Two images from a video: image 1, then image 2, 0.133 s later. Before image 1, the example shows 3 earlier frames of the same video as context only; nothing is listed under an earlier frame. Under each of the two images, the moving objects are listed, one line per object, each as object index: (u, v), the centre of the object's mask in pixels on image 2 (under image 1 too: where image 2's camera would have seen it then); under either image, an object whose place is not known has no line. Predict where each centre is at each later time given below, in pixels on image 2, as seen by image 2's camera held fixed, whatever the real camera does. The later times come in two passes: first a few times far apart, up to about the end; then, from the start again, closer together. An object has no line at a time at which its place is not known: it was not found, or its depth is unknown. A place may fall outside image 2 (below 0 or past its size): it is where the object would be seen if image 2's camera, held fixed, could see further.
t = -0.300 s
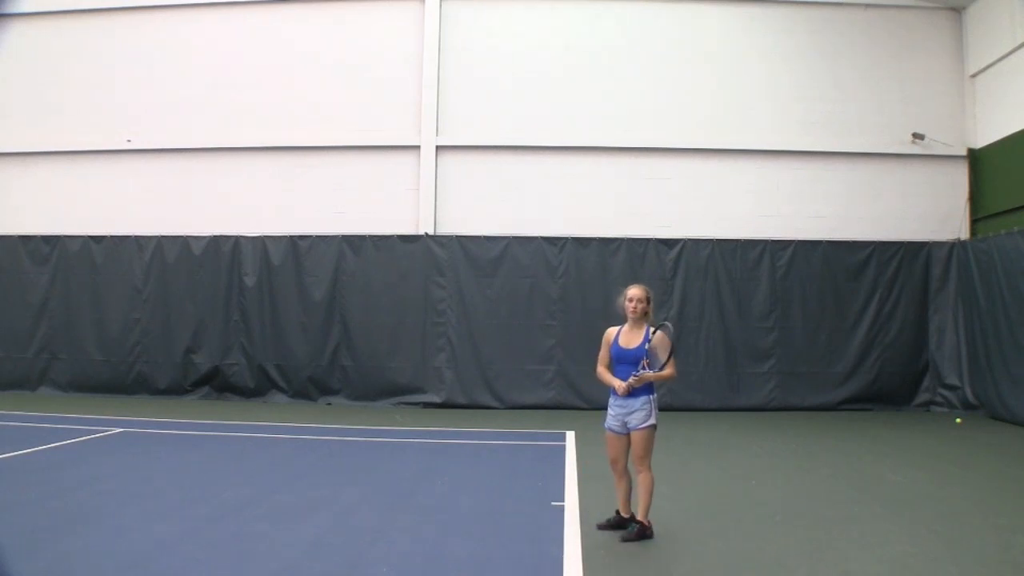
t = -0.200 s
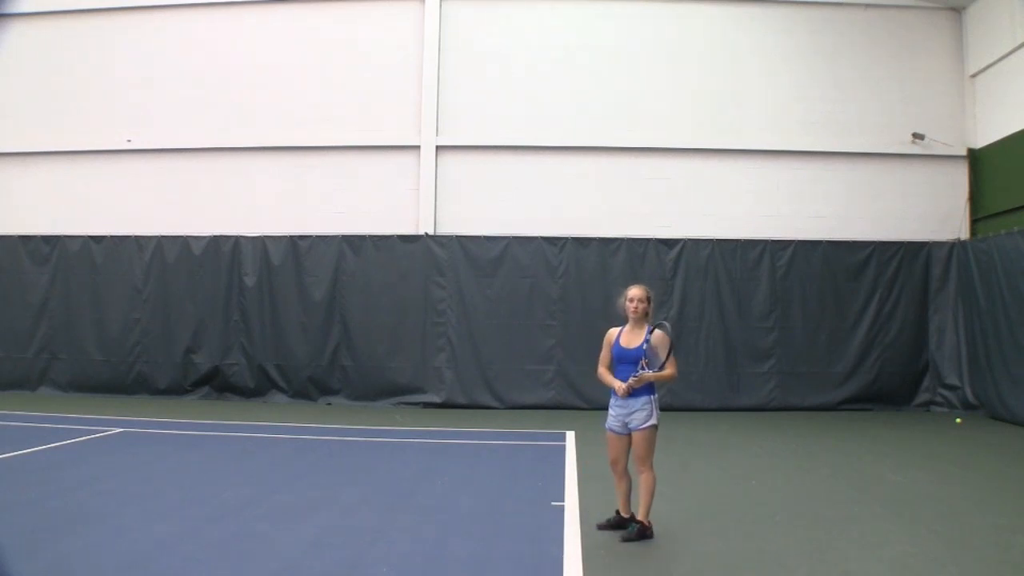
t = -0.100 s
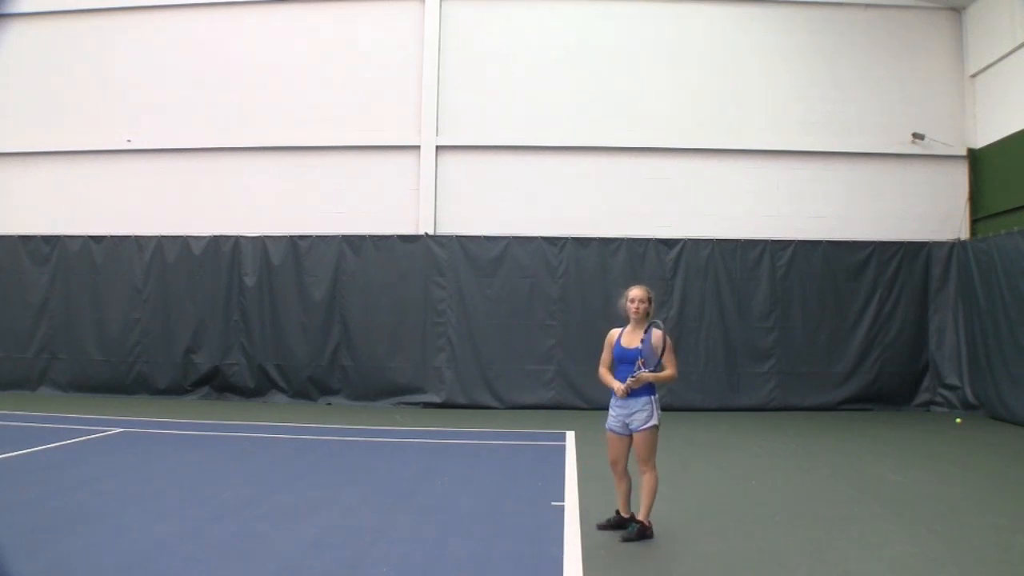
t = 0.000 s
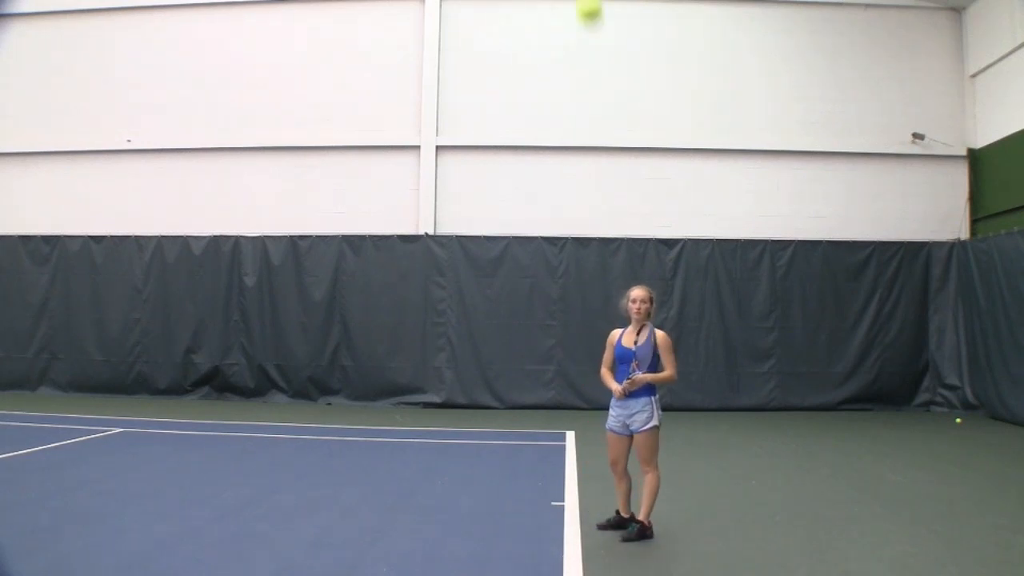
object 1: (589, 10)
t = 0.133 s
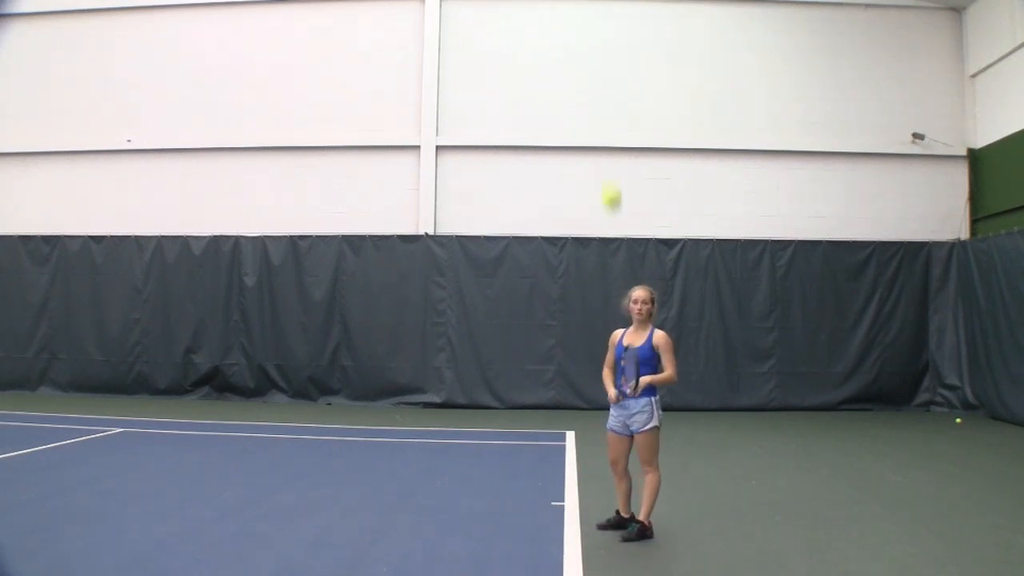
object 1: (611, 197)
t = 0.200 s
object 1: (618, 279)
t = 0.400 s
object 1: (627, 501)
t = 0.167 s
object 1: (615, 241)
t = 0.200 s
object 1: (618, 279)
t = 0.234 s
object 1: (619, 317)
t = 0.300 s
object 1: (624, 393)
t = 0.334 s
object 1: (625, 431)
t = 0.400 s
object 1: (627, 501)
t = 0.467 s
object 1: (629, 566)
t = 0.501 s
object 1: (631, 566)
